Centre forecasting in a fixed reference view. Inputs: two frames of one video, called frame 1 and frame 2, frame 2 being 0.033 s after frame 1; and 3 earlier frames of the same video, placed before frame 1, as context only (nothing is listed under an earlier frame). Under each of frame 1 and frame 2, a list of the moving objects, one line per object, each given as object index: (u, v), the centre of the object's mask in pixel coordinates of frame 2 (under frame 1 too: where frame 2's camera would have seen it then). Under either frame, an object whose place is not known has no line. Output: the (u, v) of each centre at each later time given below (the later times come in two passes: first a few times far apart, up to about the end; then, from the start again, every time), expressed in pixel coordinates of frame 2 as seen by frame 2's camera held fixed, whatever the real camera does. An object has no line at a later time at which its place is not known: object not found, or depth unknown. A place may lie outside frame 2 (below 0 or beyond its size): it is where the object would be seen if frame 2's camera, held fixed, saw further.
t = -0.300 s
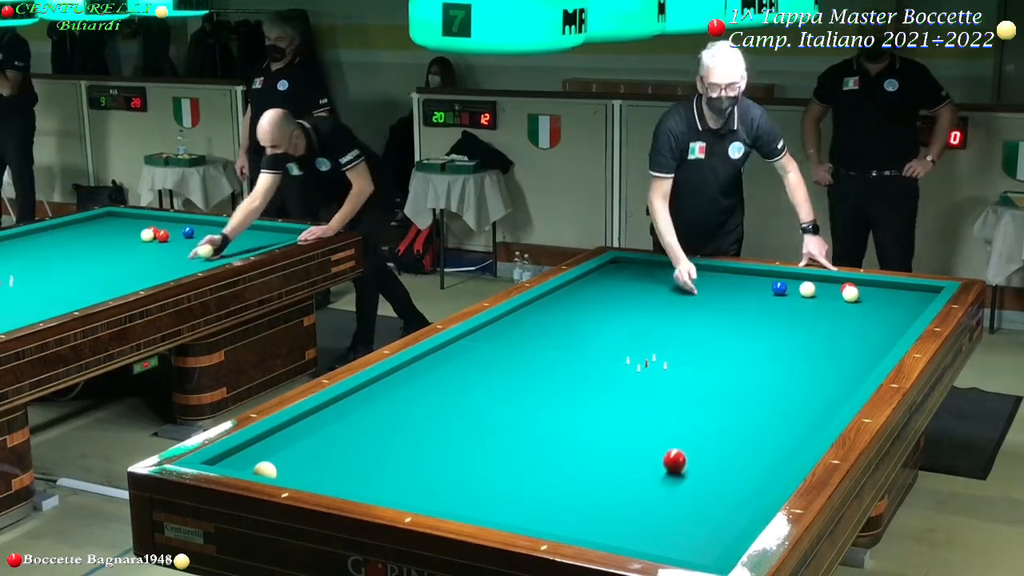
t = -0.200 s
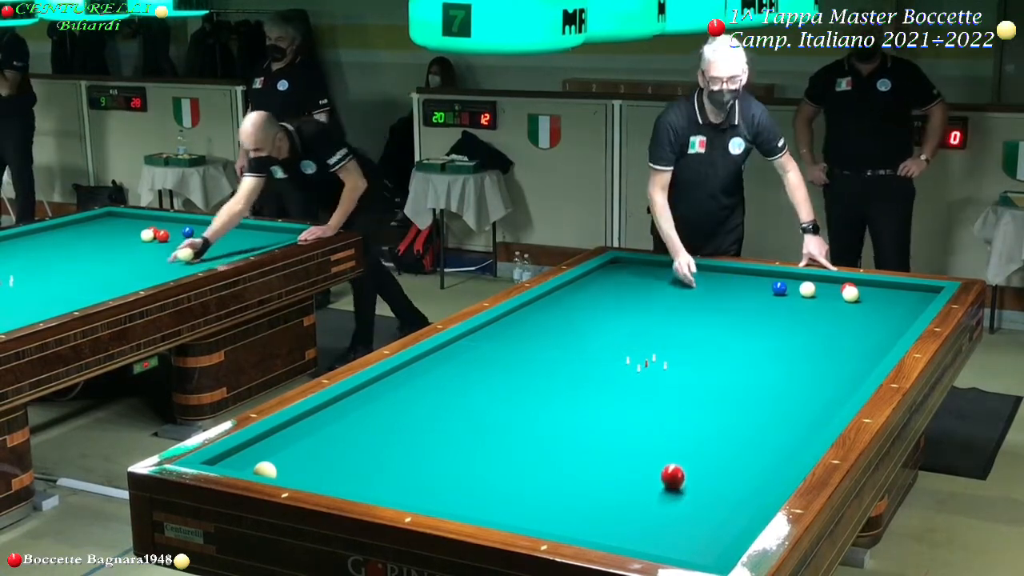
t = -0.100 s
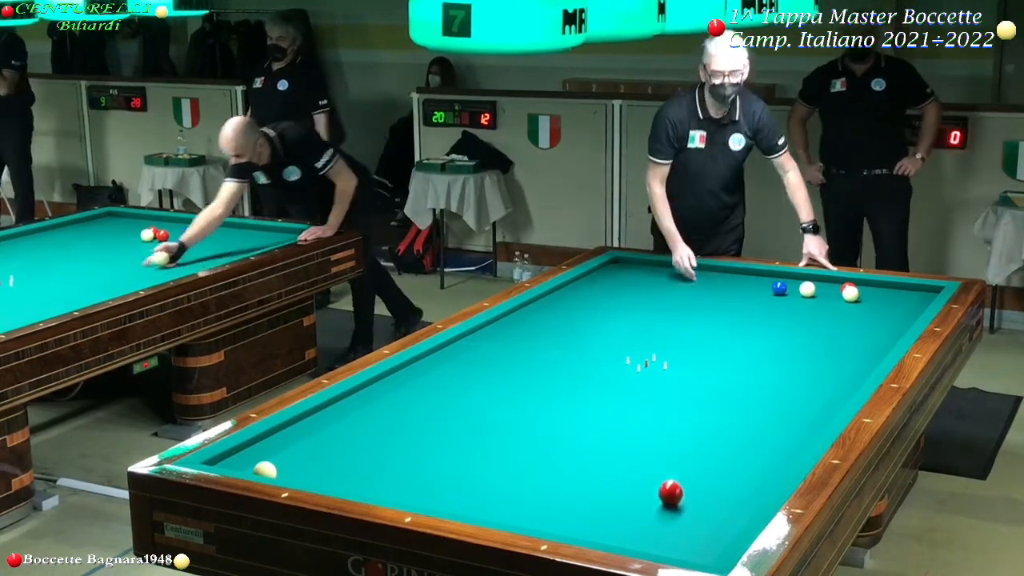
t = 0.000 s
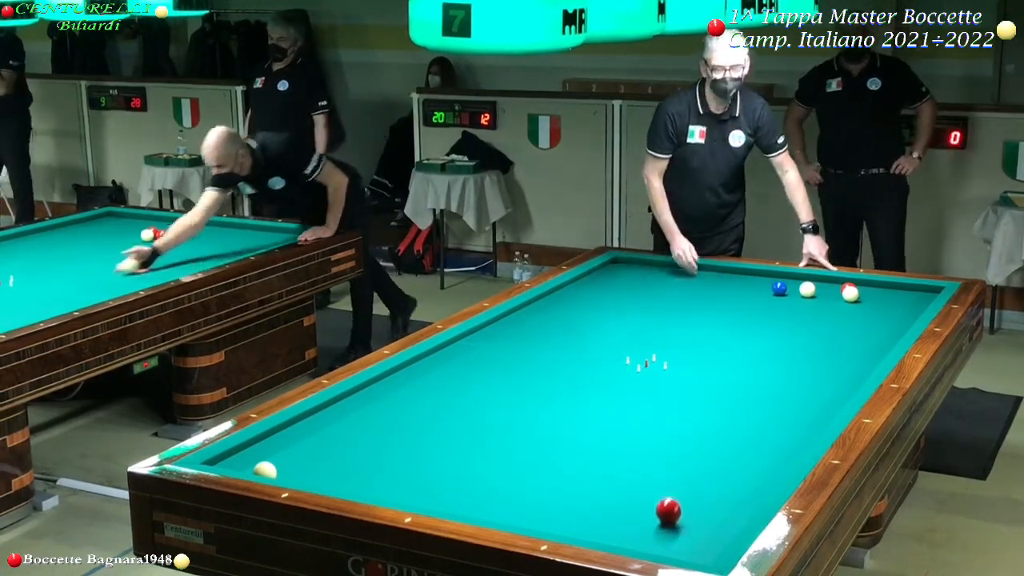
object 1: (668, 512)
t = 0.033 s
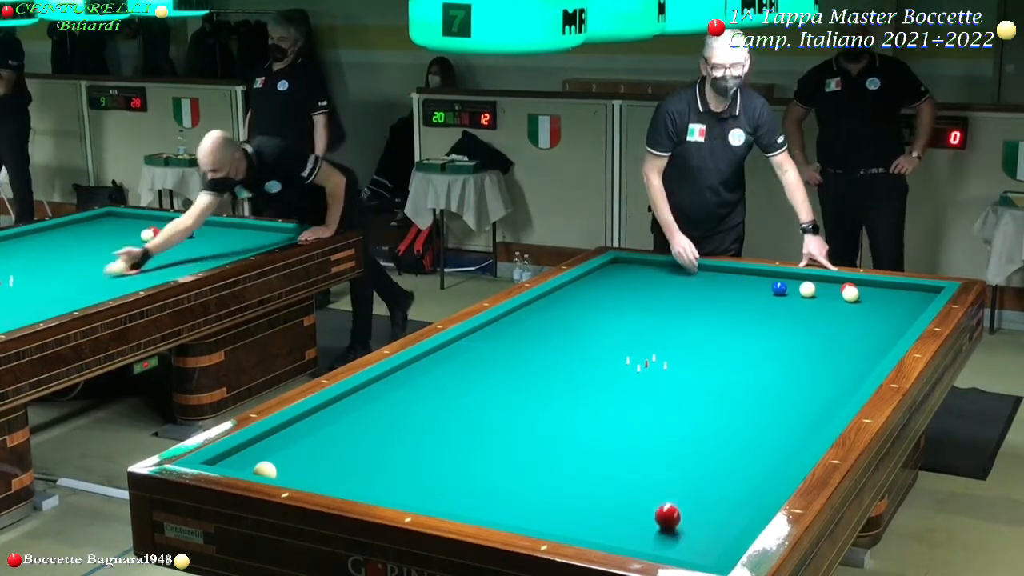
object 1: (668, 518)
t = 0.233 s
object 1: (667, 548)
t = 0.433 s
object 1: (707, 533)
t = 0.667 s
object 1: (738, 515)
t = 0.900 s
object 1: (743, 497)
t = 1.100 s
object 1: (746, 482)
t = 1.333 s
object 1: (750, 466)
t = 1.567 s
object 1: (753, 451)
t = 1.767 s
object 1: (756, 439)
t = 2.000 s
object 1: (759, 426)
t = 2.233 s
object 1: (762, 414)
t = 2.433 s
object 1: (764, 405)
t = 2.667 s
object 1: (767, 395)
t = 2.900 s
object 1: (770, 385)
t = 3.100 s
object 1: (772, 378)
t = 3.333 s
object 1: (774, 369)
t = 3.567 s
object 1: (776, 361)
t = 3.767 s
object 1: (778, 355)
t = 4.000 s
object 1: (780, 348)
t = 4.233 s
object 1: (782, 341)
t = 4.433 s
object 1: (784, 336)
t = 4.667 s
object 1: (785, 330)
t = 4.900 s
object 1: (787, 325)
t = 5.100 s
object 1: (788, 320)
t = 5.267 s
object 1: (789, 317)
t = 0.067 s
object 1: (667, 525)
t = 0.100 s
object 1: (666, 531)
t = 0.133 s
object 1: (666, 538)
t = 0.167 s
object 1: (665, 542)
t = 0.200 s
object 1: (664, 547)
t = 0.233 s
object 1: (667, 548)
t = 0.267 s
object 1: (674, 547)
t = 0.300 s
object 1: (682, 545)
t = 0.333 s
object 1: (688, 541)
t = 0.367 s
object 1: (695, 538)
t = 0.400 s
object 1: (702, 534)
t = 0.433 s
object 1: (707, 533)
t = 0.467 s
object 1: (713, 530)
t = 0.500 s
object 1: (719, 528)
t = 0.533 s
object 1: (724, 525)
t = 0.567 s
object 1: (730, 522)
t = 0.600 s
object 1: (735, 519)
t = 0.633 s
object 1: (738, 517)
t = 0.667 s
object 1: (738, 515)
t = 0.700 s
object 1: (739, 512)
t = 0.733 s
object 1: (740, 510)
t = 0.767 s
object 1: (741, 507)
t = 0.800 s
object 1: (741, 504)
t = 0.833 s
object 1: (742, 502)
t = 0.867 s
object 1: (742, 499)
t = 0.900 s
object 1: (743, 497)
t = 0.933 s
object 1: (743, 494)
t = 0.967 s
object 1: (744, 492)
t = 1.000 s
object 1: (745, 489)
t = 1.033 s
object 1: (745, 487)
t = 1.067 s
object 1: (746, 484)
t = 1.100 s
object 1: (746, 482)
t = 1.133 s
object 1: (747, 479)
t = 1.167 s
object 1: (747, 477)
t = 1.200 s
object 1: (748, 475)
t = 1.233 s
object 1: (748, 472)
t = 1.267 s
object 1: (749, 470)
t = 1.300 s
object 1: (749, 468)
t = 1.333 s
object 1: (750, 466)
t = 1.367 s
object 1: (750, 463)
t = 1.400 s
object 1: (751, 461)
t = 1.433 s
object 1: (751, 459)
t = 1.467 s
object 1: (752, 457)
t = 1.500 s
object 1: (752, 455)
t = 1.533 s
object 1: (753, 453)
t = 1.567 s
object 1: (753, 451)
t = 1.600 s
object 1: (753, 449)
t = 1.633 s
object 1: (754, 447)
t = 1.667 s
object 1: (754, 445)
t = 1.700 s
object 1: (755, 443)
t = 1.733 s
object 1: (755, 441)
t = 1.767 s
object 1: (756, 439)
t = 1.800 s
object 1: (756, 437)
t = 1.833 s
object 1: (757, 435)
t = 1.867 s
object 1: (757, 434)
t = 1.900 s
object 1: (757, 432)
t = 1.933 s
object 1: (758, 430)
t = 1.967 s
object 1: (758, 428)
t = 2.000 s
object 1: (759, 426)
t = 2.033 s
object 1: (759, 424)
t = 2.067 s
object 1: (760, 423)
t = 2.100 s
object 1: (760, 421)
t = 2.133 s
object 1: (761, 419)
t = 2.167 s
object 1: (761, 418)
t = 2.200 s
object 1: (761, 416)
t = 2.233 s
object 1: (762, 414)
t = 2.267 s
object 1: (762, 413)
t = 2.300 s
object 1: (763, 411)
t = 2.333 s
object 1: (763, 410)
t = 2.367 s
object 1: (764, 408)
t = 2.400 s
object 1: (764, 406)
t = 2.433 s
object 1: (764, 405)
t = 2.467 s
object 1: (765, 403)
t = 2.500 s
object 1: (765, 402)
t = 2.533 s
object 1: (766, 401)
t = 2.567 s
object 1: (766, 399)
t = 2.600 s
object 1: (766, 398)
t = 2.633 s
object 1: (767, 396)
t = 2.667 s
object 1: (767, 395)
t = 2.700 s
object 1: (767, 393)
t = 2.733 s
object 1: (768, 392)
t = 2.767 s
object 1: (768, 391)
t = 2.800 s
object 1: (769, 389)
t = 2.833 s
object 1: (769, 388)
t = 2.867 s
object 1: (769, 387)
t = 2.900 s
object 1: (770, 385)
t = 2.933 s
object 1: (770, 384)
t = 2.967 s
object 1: (771, 382)
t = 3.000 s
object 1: (771, 381)
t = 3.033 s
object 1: (771, 380)
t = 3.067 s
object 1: (772, 379)
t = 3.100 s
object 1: (772, 378)
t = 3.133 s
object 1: (772, 376)
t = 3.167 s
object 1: (772, 375)
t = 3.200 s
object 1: (773, 374)
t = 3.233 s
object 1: (773, 373)
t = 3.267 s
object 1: (773, 372)
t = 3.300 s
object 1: (774, 370)
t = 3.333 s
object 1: (774, 369)
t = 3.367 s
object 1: (774, 368)
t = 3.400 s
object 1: (775, 367)
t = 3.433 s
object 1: (775, 366)
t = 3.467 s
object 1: (775, 365)
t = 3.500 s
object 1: (776, 363)
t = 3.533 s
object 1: (776, 362)
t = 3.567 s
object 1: (776, 361)
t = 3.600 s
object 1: (776, 360)
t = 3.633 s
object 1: (777, 359)
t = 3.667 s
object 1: (777, 358)
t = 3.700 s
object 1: (777, 357)
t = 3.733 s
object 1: (778, 356)
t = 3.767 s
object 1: (778, 355)
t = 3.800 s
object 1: (778, 354)
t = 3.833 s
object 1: (778, 353)
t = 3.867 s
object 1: (779, 352)
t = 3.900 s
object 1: (779, 351)
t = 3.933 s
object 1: (780, 350)
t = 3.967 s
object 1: (780, 349)
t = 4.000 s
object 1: (780, 348)
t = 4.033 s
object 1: (780, 347)
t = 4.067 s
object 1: (781, 346)
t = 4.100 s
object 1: (781, 345)
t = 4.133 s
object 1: (781, 344)
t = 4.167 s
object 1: (782, 343)
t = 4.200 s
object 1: (782, 342)
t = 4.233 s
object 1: (782, 341)
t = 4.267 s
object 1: (782, 341)
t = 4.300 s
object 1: (783, 340)
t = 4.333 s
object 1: (783, 339)
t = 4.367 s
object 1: (783, 338)
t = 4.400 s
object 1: (783, 337)
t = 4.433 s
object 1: (784, 336)
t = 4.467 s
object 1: (784, 335)
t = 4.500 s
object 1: (784, 335)
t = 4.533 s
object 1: (784, 334)
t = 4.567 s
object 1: (785, 333)
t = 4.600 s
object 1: (785, 332)
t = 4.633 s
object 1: (785, 331)
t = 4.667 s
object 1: (785, 330)
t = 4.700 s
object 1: (786, 329)
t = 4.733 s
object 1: (786, 329)
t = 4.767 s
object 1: (786, 328)
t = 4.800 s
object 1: (786, 327)
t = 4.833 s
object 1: (787, 326)
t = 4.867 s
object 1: (787, 326)
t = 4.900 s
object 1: (787, 325)
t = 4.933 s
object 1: (787, 324)
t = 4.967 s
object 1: (787, 323)
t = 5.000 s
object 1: (788, 323)
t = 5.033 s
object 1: (788, 322)
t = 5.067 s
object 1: (788, 321)
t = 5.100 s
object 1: (788, 320)
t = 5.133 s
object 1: (789, 320)
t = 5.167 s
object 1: (789, 319)
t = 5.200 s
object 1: (789, 318)
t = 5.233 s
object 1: (789, 318)
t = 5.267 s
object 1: (789, 317)
